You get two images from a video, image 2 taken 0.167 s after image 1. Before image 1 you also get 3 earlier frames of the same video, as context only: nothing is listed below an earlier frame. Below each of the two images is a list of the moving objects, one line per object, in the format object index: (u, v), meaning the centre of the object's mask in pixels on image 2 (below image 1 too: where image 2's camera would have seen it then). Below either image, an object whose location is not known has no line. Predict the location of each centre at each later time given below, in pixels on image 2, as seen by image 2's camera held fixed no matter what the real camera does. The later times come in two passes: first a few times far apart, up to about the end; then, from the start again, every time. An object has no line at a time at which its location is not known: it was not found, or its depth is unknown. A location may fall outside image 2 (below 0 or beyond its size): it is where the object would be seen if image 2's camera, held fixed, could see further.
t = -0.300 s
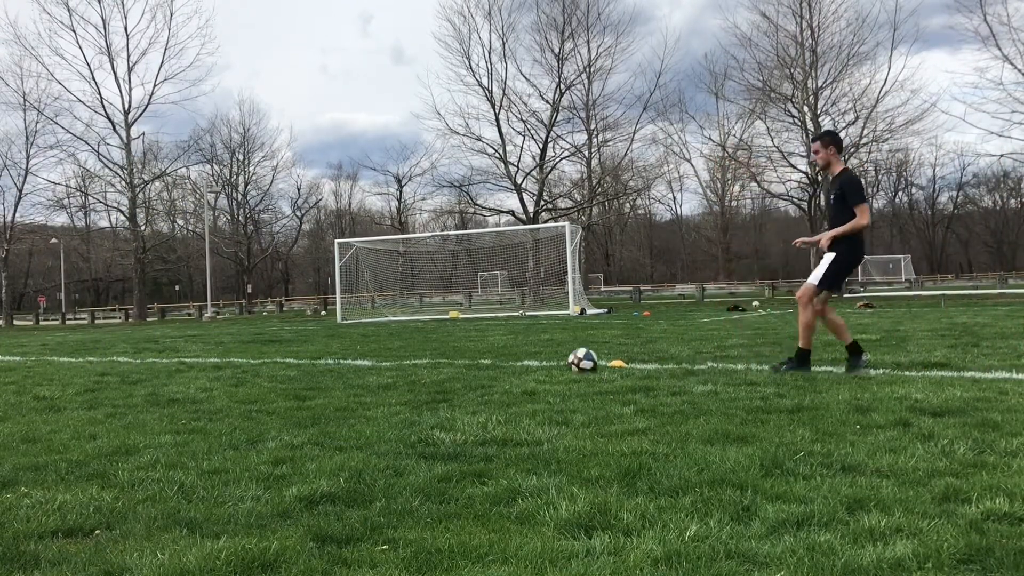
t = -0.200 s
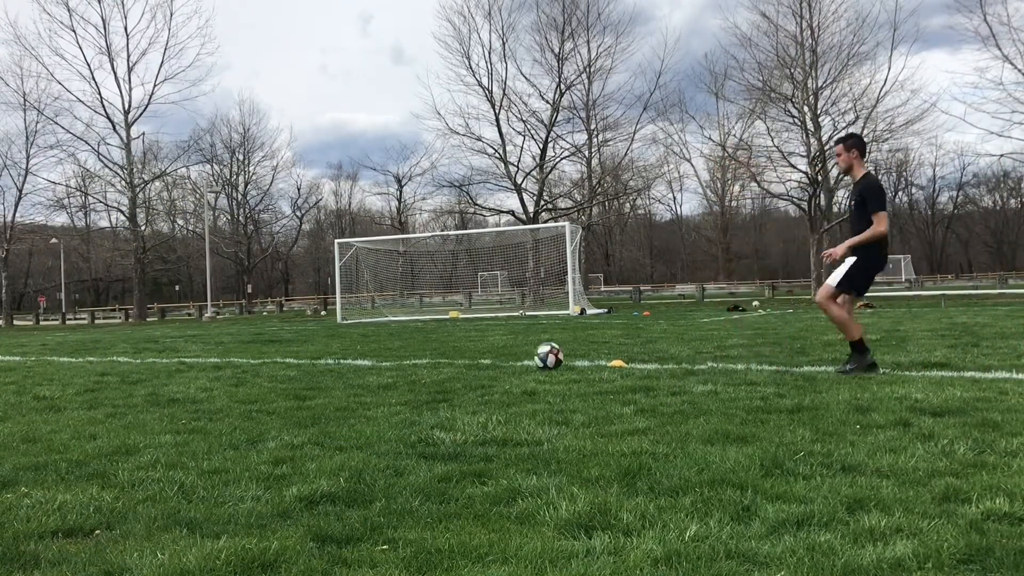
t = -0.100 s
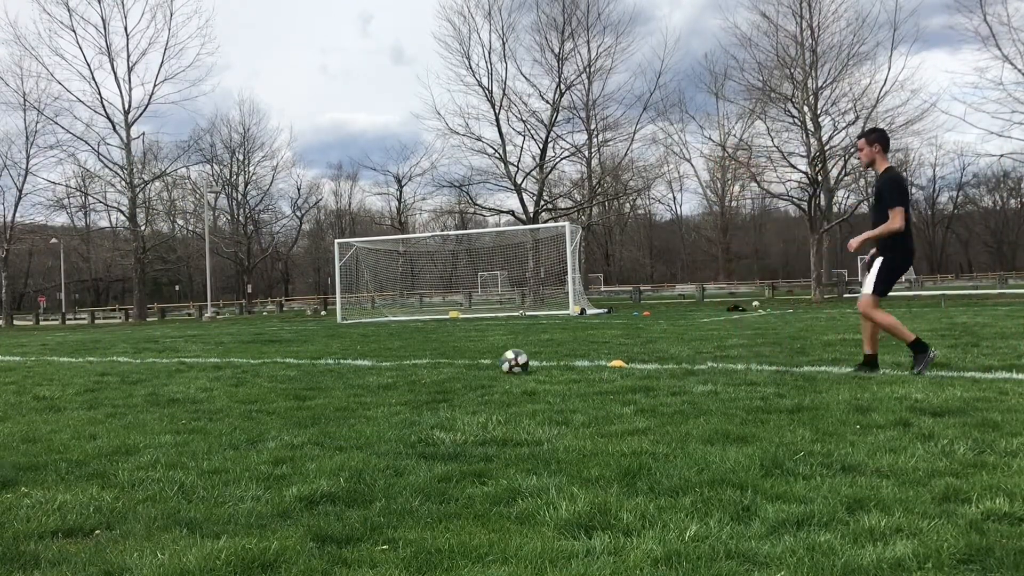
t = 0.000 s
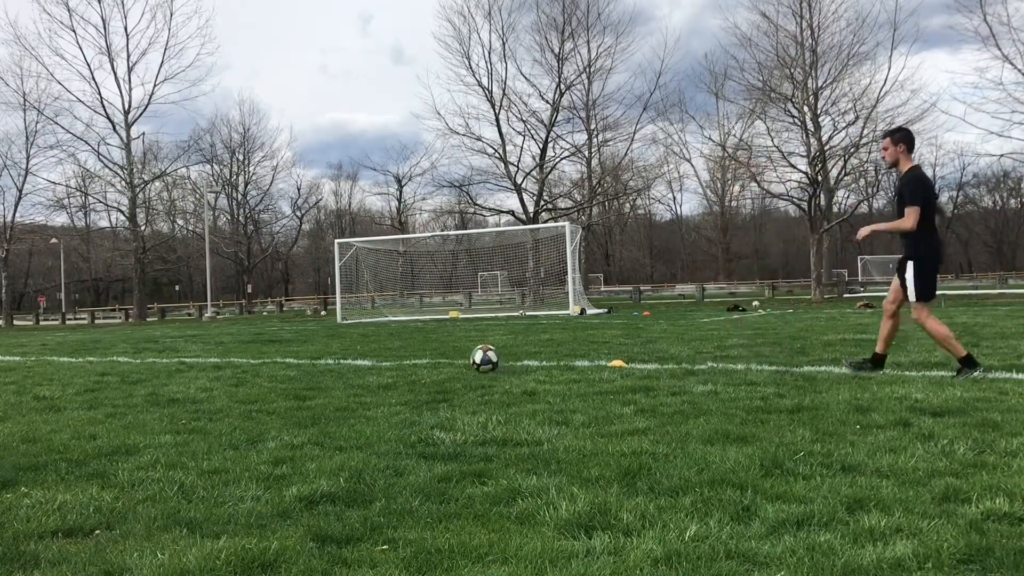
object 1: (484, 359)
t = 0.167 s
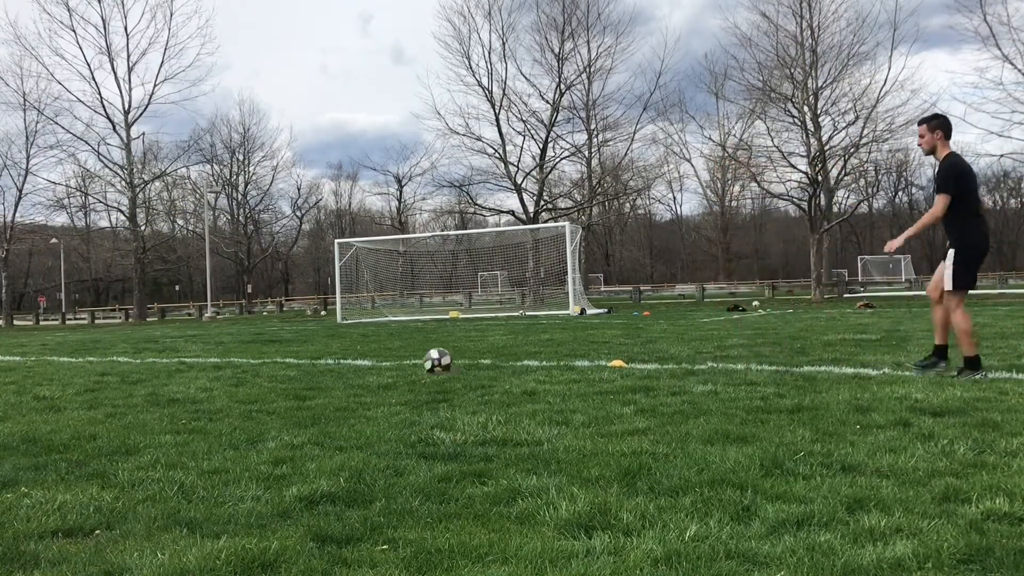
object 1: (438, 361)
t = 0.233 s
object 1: (421, 360)
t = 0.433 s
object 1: (374, 363)
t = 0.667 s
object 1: (327, 362)
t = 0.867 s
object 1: (291, 363)
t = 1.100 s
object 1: (259, 363)
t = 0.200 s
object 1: (430, 361)
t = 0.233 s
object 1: (421, 360)
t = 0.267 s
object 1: (412, 360)
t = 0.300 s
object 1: (405, 362)
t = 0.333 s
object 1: (397, 362)
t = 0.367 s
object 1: (389, 362)
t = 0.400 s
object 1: (381, 362)
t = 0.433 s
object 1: (374, 363)
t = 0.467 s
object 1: (367, 363)
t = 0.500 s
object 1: (360, 362)
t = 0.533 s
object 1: (353, 362)
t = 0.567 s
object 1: (346, 362)
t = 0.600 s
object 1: (339, 363)
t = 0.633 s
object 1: (333, 362)
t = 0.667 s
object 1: (327, 362)
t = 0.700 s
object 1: (321, 362)
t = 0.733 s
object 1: (314, 363)
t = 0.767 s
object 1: (308, 364)
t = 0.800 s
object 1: (302, 363)
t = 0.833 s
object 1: (297, 363)
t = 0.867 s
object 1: (291, 363)
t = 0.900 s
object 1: (286, 363)
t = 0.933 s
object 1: (281, 363)
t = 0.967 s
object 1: (276, 363)
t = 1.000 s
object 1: (271, 363)
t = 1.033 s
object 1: (267, 363)
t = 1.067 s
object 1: (263, 363)
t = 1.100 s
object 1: (259, 363)
